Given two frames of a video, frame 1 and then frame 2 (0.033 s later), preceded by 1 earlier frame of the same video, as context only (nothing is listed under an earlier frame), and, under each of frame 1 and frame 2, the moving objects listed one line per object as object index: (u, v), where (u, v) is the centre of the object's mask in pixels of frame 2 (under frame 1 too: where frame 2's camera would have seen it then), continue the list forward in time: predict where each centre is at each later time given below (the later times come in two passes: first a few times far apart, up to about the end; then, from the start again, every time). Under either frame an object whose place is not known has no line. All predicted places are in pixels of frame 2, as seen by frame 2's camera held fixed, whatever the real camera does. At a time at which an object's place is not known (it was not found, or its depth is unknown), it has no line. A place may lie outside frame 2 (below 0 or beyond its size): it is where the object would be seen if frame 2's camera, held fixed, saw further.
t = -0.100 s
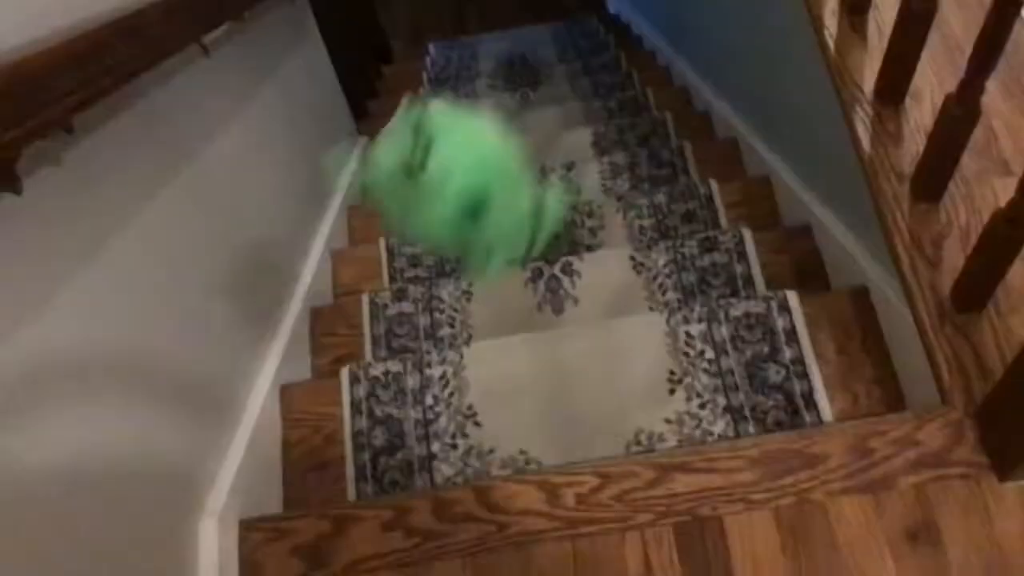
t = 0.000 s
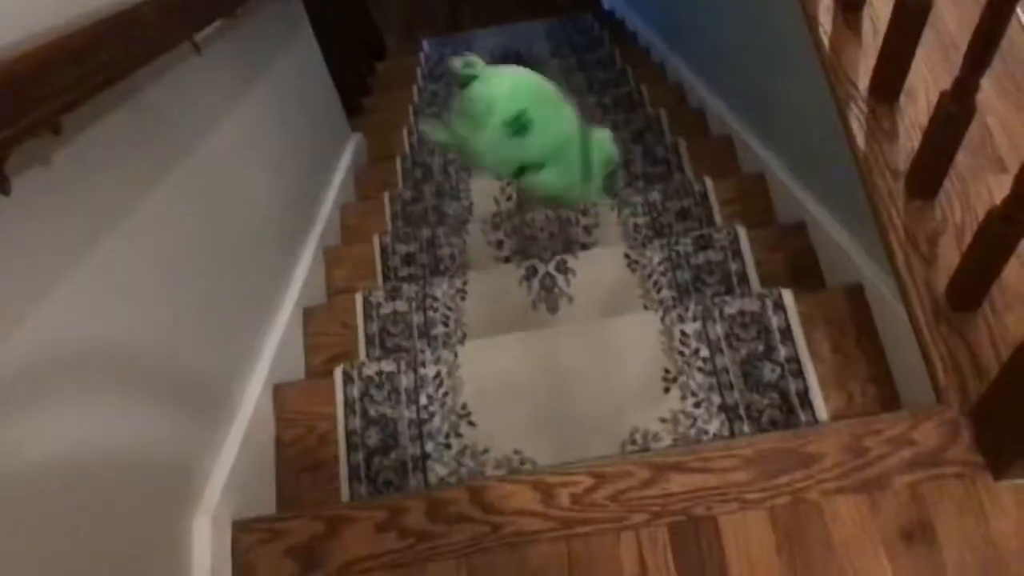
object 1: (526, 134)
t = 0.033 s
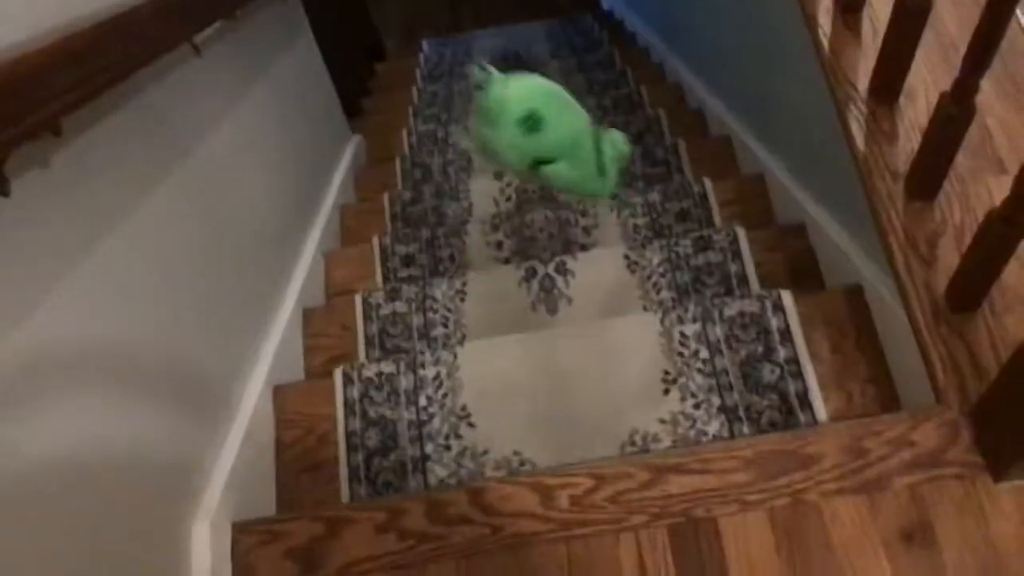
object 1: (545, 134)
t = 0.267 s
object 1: (624, 221)
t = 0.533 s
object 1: (519, 45)
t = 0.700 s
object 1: (487, 37)
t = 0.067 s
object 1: (563, 142)
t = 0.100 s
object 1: (576, 152)
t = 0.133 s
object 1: (593, 168)
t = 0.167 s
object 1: (602, 185)
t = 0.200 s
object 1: (608, 203)
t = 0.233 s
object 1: (619, 220)
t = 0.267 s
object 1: (624, 221)
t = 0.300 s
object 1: (621, 213)
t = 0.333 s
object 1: (600, 179)
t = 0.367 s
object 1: (582, 137)
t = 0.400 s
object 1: (571, 107)
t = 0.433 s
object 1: (557, 88)
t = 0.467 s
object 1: (542, 67)
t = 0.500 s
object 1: (530, 54)
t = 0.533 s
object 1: (519, 45)
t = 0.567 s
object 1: (511, 32)
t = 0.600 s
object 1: (503, 26)
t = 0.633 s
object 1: (498, 28)
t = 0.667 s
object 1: (490, 33)
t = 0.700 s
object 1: (487, 37)
